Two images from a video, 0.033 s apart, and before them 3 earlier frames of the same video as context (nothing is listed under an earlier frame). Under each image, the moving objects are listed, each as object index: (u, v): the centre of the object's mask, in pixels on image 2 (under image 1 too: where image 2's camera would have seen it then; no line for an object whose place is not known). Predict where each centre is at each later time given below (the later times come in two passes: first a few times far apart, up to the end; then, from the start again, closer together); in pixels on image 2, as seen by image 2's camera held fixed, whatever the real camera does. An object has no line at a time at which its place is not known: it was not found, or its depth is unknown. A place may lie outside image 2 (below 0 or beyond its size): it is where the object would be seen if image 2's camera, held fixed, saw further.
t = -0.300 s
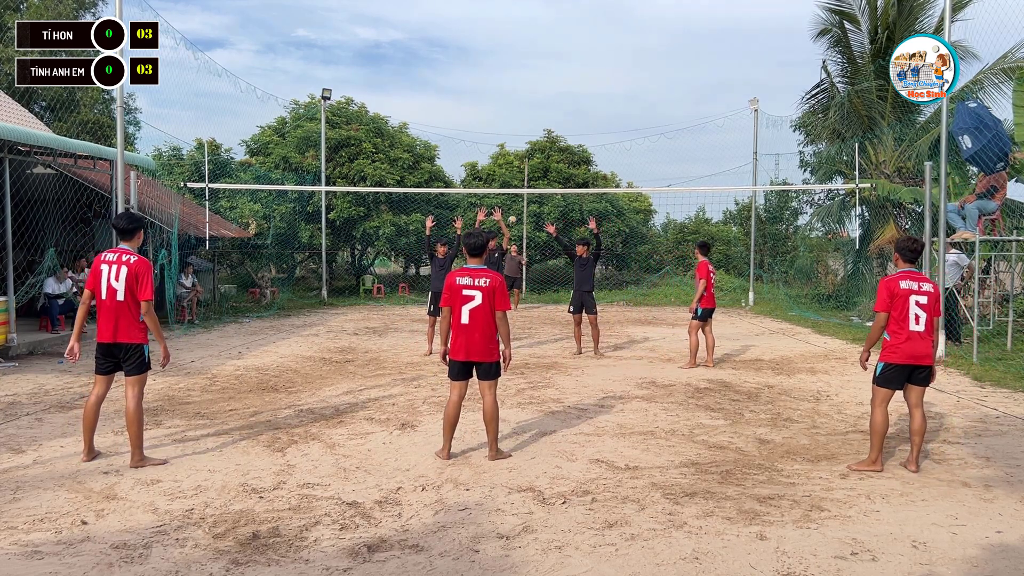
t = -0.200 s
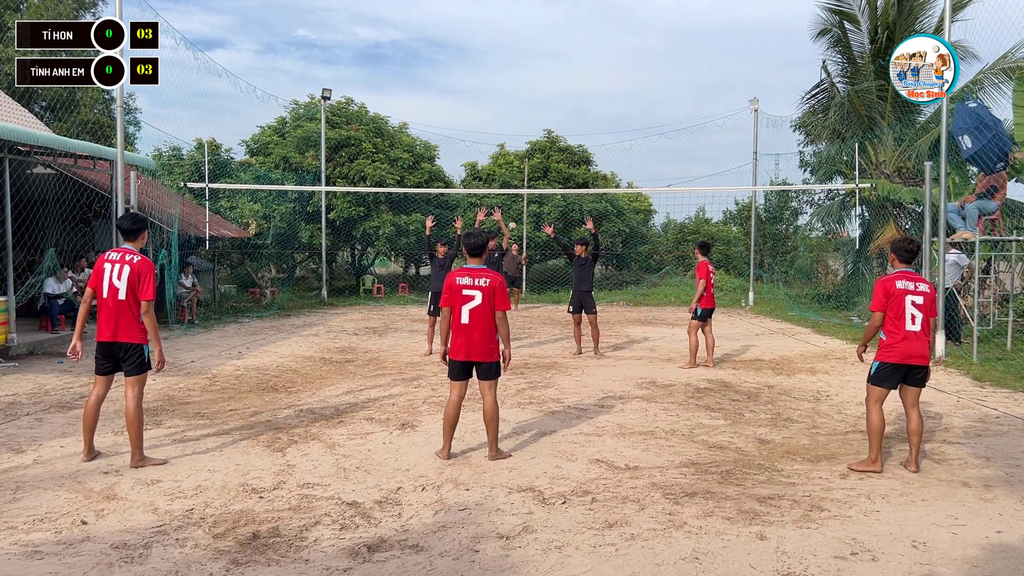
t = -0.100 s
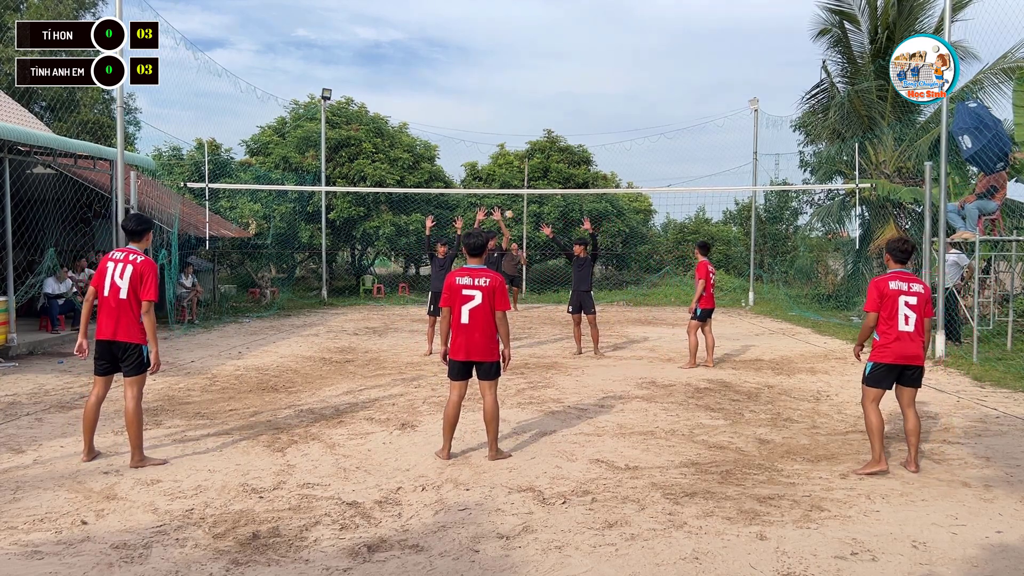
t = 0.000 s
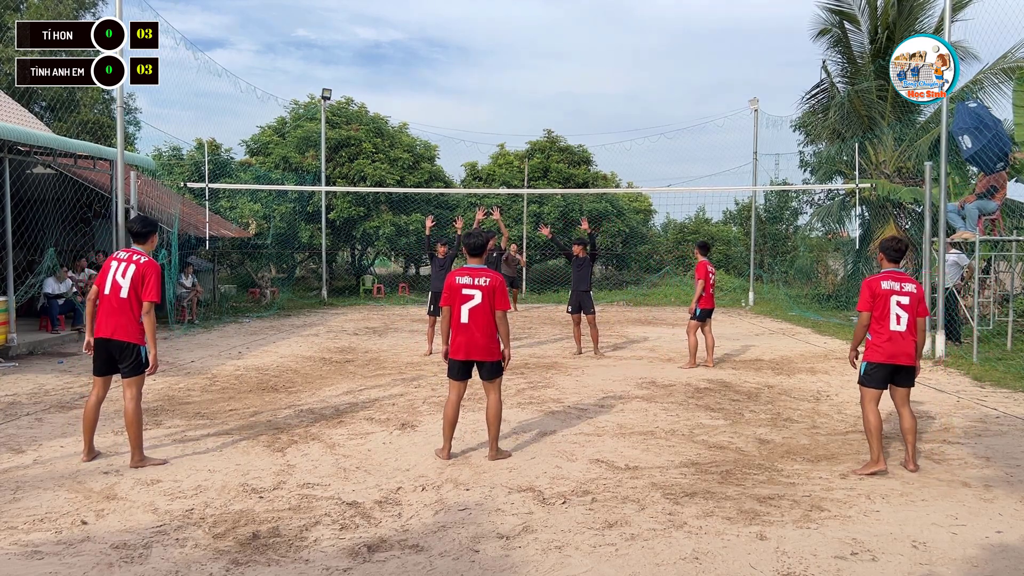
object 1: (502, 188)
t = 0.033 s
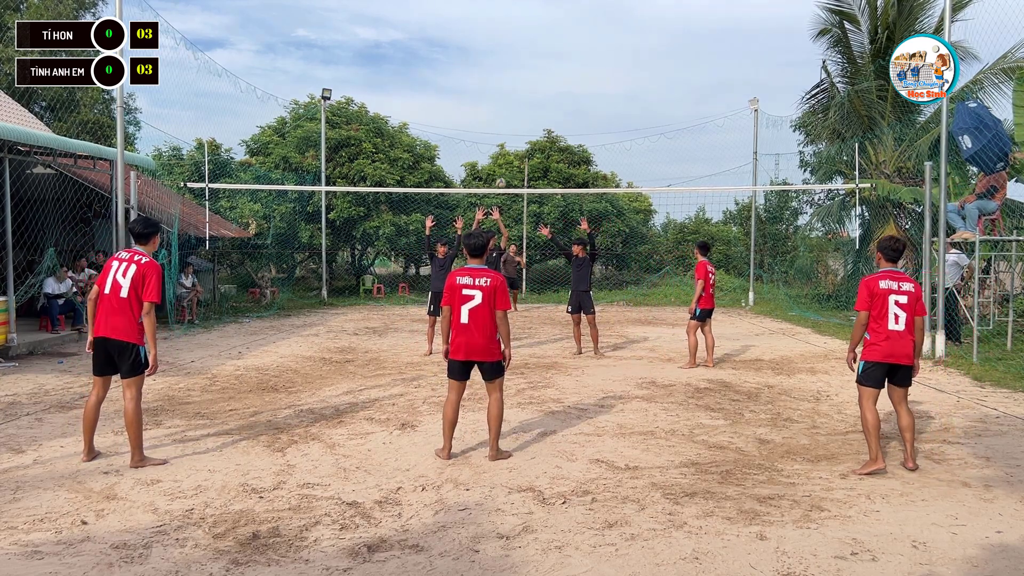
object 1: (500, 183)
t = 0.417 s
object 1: (470, 108)
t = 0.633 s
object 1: (441, 80)
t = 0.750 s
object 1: (422, 74)
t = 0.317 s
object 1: (480, 125)
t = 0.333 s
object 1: (479, 122)
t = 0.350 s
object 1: (477, 119)
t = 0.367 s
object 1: (475, 116)
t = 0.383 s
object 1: (474, 113)
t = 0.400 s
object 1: (472, 110)
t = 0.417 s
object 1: (470, 108)
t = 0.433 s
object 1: (468, 105)
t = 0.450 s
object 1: (466, 102)
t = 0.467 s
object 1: (464, 100)
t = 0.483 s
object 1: (461, 98)
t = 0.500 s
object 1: (459, 95)
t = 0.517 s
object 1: (457, 93)
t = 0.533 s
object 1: (455, 90)
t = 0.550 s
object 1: (453, 88)
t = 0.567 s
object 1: (450, 86)
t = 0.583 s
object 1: (448, 85)
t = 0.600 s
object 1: (446, 83)
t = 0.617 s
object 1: (443, 81)
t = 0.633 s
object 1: (441, 80)
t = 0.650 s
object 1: (438, 78)
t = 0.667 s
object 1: (436, 77)
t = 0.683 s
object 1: (433, 76)
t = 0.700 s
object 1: (430, 75)
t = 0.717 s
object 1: (428, 75)
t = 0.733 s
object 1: (425, 75)
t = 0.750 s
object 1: (422, 74)
